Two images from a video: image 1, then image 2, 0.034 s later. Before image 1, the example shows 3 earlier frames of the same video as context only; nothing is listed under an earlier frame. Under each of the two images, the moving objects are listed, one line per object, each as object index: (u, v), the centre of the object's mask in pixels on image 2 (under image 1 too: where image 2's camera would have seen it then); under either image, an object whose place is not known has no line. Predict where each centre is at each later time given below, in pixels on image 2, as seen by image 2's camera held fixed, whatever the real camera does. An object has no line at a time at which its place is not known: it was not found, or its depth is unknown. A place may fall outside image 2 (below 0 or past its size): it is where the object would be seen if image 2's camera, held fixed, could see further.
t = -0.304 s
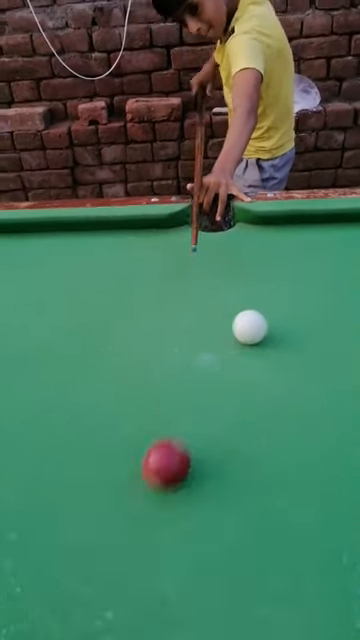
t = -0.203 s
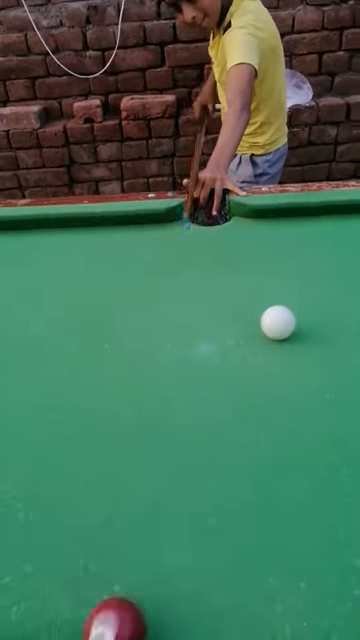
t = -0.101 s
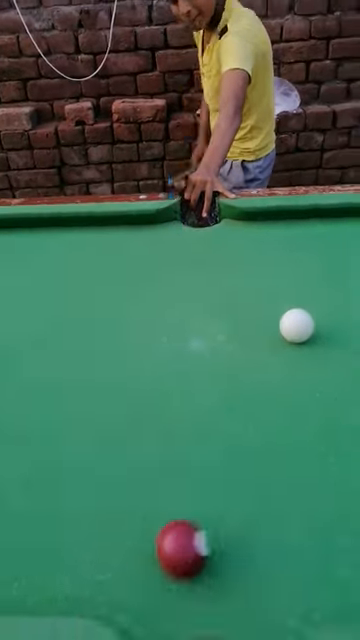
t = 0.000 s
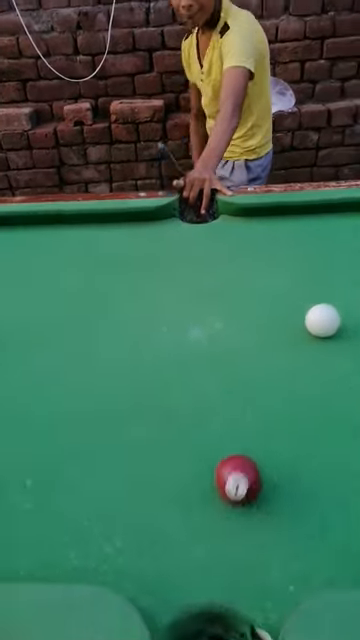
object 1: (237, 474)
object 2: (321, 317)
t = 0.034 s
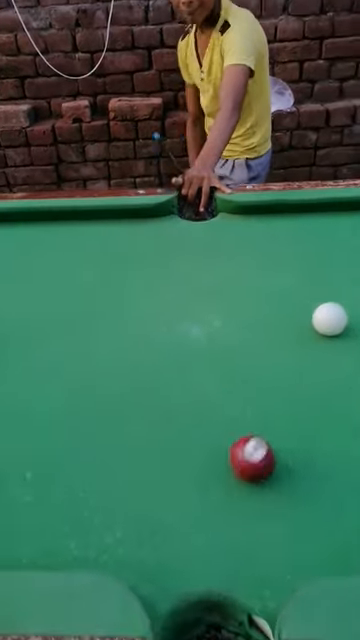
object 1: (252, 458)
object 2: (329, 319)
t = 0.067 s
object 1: (267, 446)
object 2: (340, 321)
